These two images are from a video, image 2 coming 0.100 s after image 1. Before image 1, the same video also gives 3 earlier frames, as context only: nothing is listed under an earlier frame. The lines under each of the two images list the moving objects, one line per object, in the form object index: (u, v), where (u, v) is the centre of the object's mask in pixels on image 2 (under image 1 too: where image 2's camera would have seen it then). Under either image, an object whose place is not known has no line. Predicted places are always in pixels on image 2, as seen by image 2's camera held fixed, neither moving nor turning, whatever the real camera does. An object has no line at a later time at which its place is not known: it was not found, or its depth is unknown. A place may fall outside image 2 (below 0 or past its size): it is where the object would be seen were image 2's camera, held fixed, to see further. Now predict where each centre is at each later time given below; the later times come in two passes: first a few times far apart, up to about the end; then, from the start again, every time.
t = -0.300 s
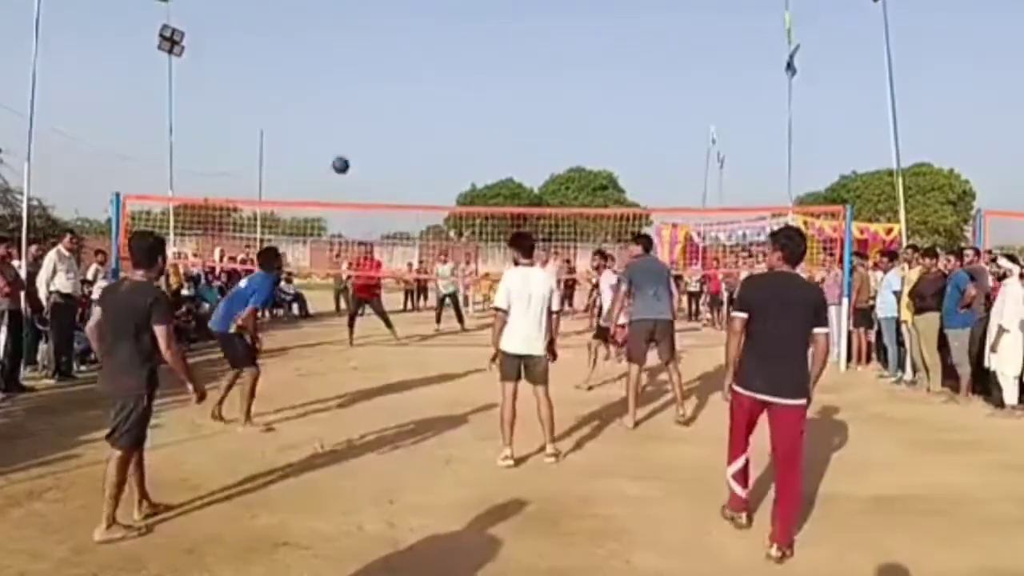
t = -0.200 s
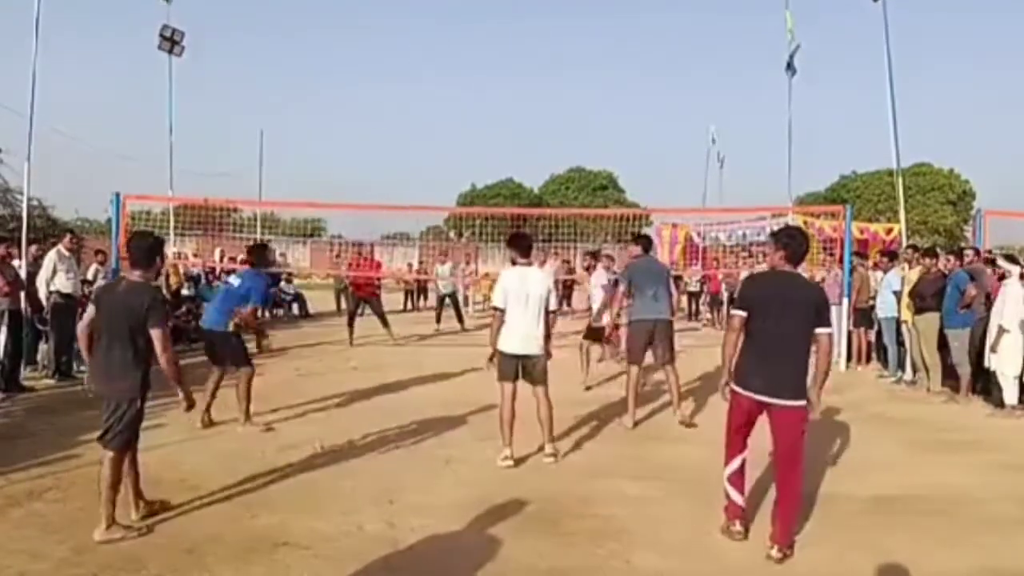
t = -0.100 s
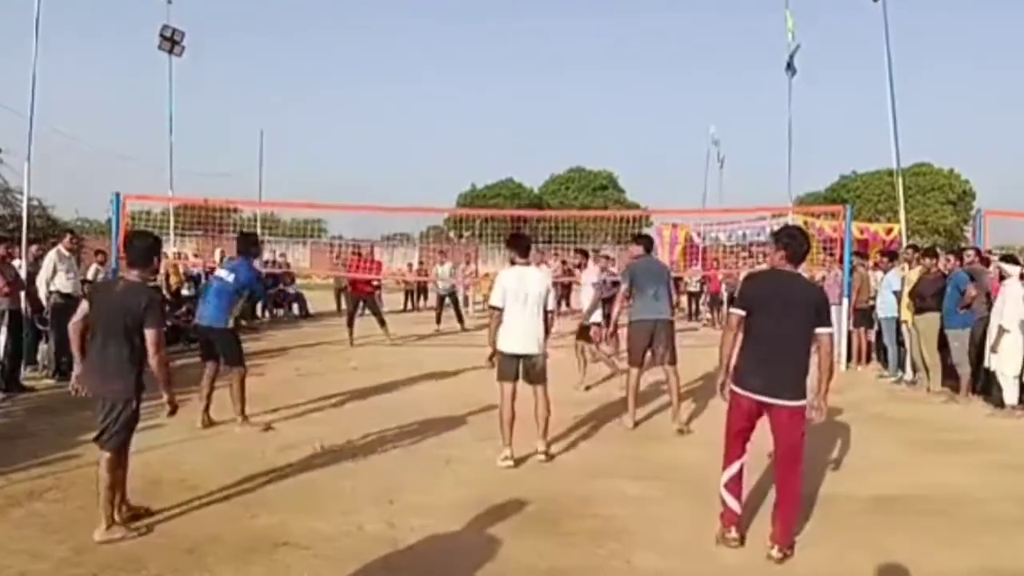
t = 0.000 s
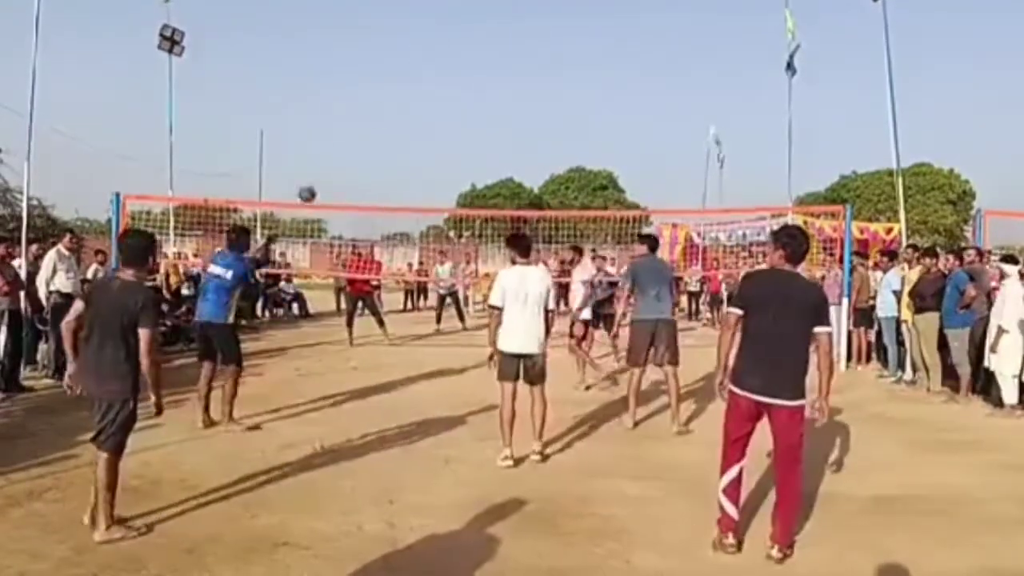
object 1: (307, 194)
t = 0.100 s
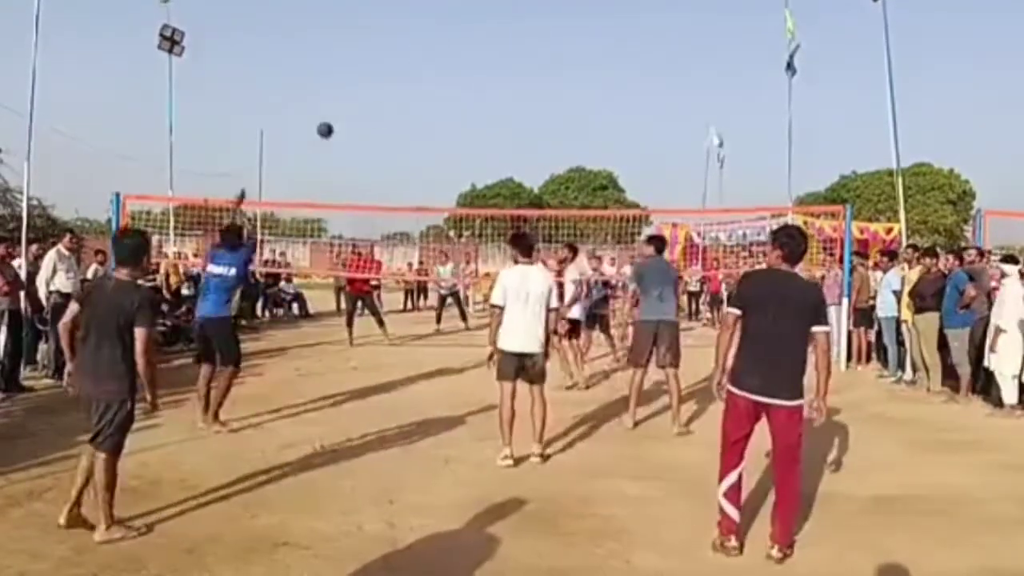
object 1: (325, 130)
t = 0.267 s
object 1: (350, 59)
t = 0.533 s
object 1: (380, 13)
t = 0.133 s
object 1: (331, 112)
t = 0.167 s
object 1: (336, 96)
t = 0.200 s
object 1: (341, 82)
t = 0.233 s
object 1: (345, 70)
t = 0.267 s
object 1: (350, 59)
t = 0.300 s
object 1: (354, 50)
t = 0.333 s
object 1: (358, 41)
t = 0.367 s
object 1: (363, 34)
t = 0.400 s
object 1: (366, 27)
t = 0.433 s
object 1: (370, 22)
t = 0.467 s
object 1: (373, 18)
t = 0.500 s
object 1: (377, 15)
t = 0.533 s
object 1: (380, 13)
